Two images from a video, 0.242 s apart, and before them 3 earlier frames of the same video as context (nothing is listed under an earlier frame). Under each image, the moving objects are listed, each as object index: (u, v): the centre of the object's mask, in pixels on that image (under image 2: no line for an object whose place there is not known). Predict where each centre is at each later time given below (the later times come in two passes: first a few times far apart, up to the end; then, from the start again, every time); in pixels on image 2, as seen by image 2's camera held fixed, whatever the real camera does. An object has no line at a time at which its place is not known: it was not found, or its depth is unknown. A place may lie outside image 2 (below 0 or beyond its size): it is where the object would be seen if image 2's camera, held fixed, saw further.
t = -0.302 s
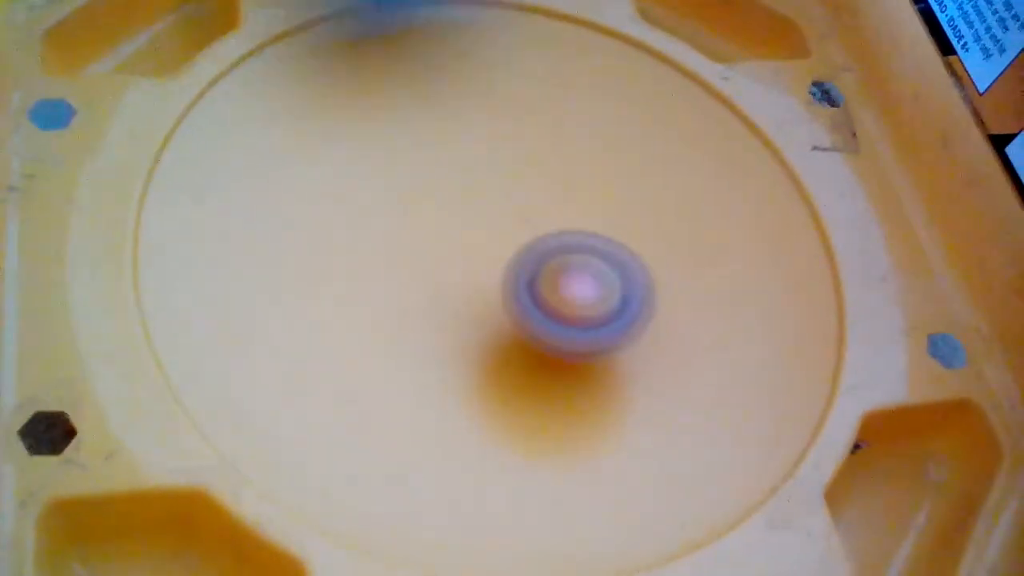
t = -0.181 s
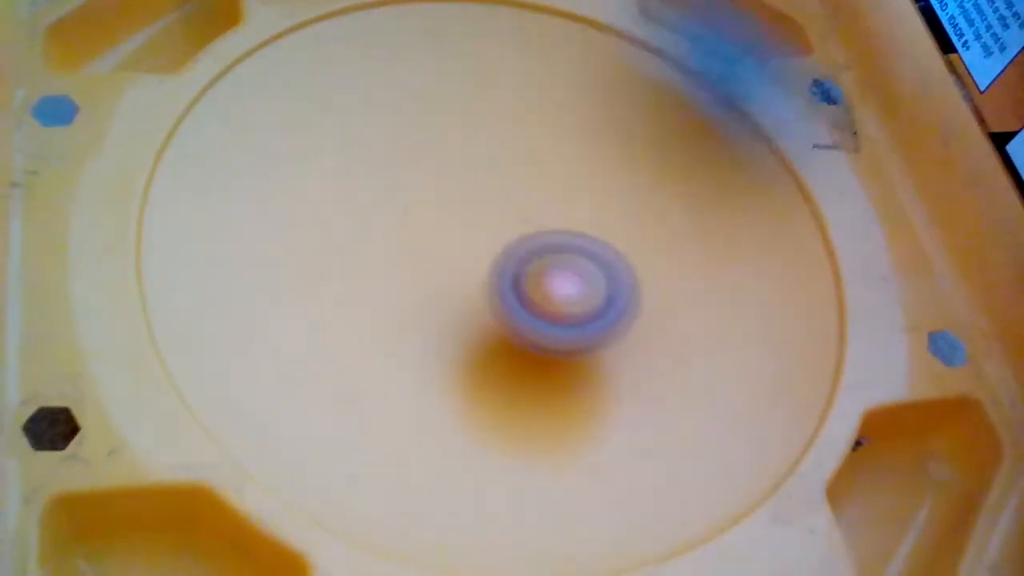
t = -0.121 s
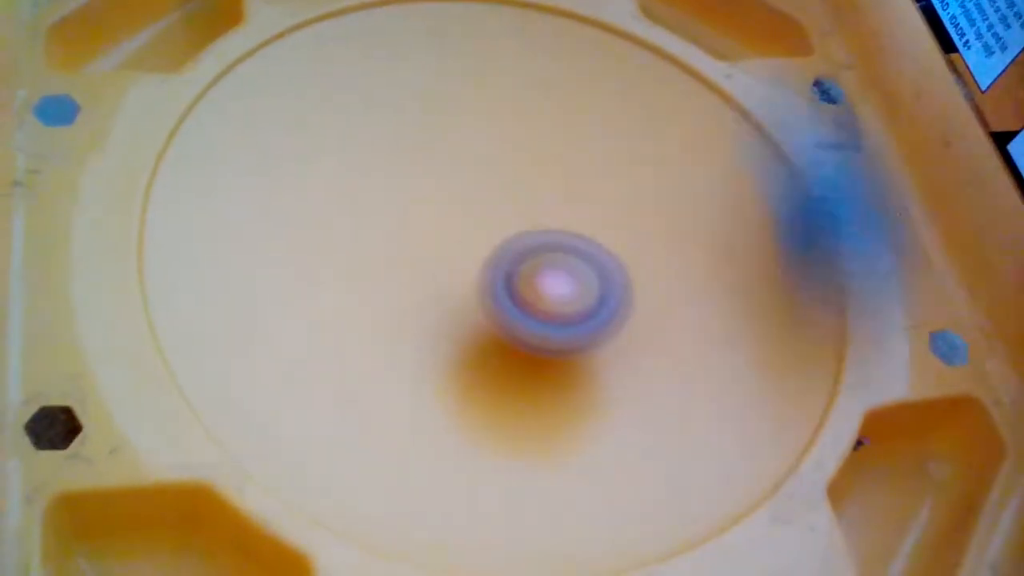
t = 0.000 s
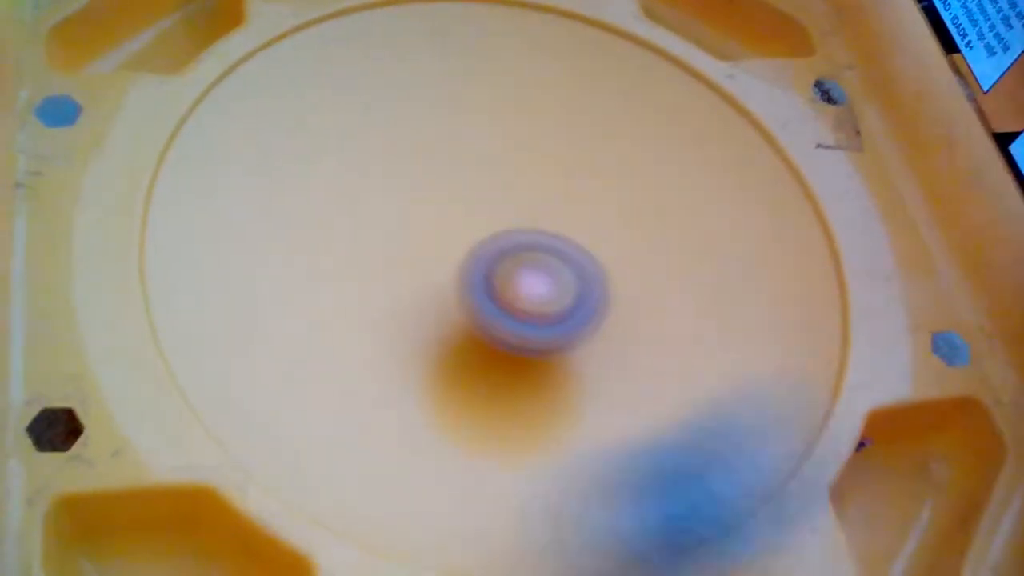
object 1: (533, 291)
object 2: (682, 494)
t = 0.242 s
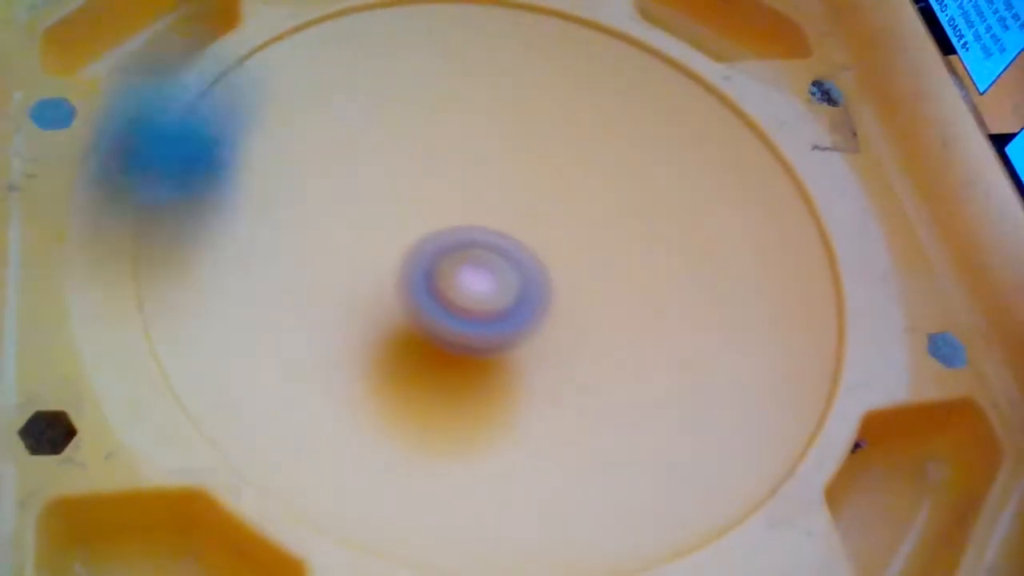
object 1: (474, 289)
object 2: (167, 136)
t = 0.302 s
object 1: (463, 286)
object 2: (244, 44)
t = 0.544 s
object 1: (424, 271)
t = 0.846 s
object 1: (425, 244)
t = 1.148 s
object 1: (452, 205)
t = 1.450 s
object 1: (486, 177)
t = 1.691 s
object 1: (513, 179)
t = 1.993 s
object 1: (539, 207)
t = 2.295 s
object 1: (560, 248)
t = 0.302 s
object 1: (463, 286)
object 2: (244, 44)
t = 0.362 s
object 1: (452, 283)
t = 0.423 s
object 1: (441, 280)
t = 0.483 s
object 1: (432, 276)
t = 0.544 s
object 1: (424, 271)
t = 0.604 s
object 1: (420, 267)
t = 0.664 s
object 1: (418, 263)
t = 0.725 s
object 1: (419, 257)
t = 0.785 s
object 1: (420, 250)
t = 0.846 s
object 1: (425, 244)
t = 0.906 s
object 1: (429, 236)
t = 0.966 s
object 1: (435, 228)
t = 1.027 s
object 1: (441, 220)
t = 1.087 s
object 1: (447, 212)
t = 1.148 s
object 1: (452, 205)
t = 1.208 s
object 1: (458, 197)
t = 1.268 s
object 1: (465, 190)
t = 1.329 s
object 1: (472, 184)
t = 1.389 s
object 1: (479, 180)
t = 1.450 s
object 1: (486, 177)
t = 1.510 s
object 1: (493, 176)
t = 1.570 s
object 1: (500, 175)
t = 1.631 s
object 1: (507, 177)
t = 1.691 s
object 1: (513, 179)
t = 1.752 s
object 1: (520, 182)
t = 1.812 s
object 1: (524, 188)
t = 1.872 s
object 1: (530, 193)
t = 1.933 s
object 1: (534, 199)
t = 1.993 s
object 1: (539, 207)
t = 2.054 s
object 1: (543, 216)
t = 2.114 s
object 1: (549, 224)
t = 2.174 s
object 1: (553, 233)
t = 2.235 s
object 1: (561, 240)
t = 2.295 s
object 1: (560, 248)
